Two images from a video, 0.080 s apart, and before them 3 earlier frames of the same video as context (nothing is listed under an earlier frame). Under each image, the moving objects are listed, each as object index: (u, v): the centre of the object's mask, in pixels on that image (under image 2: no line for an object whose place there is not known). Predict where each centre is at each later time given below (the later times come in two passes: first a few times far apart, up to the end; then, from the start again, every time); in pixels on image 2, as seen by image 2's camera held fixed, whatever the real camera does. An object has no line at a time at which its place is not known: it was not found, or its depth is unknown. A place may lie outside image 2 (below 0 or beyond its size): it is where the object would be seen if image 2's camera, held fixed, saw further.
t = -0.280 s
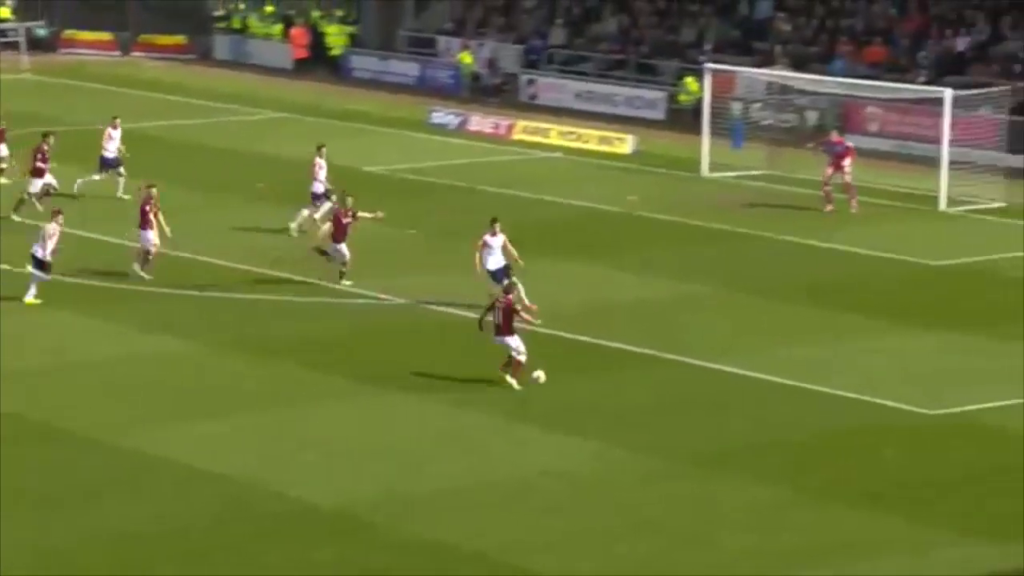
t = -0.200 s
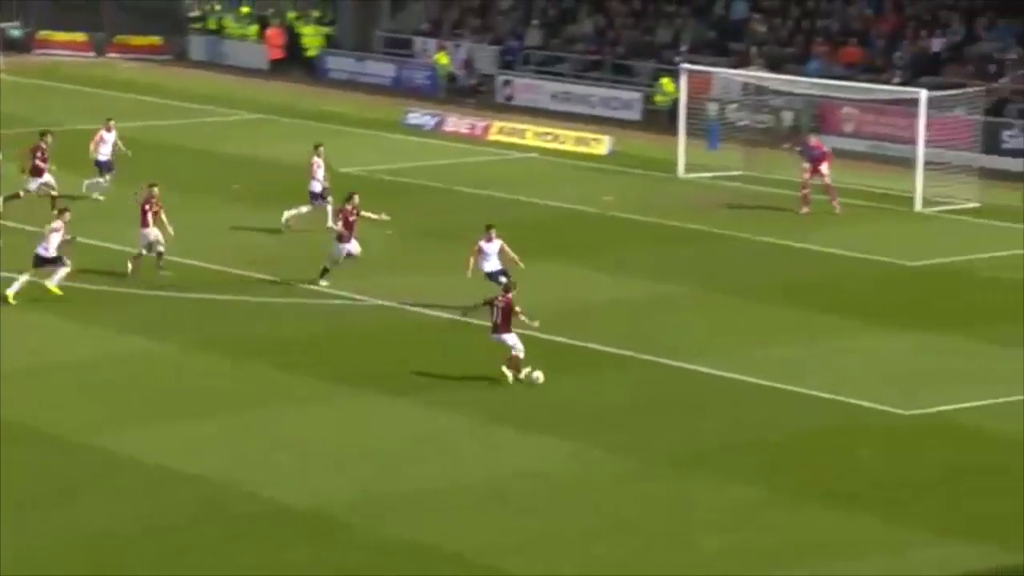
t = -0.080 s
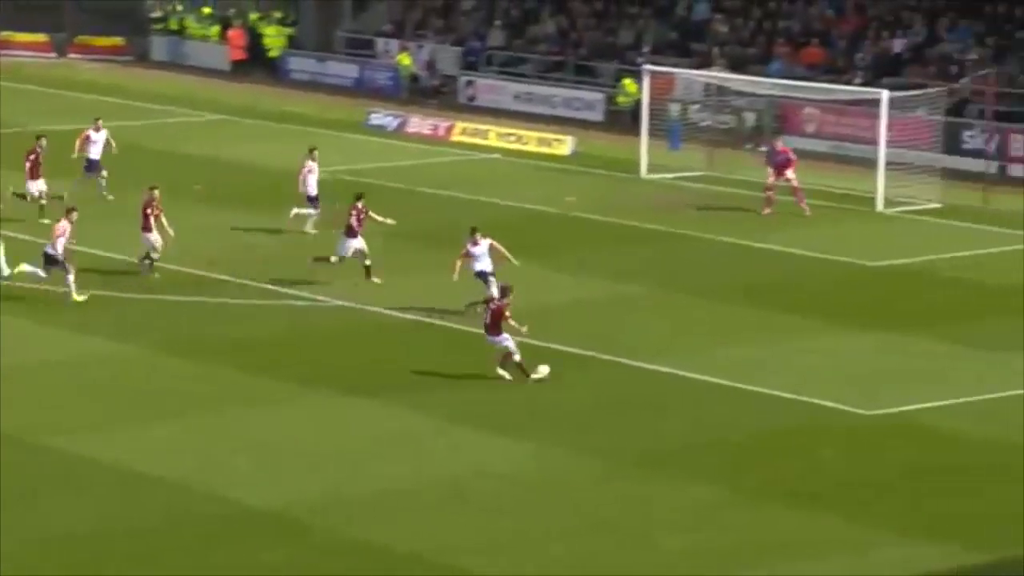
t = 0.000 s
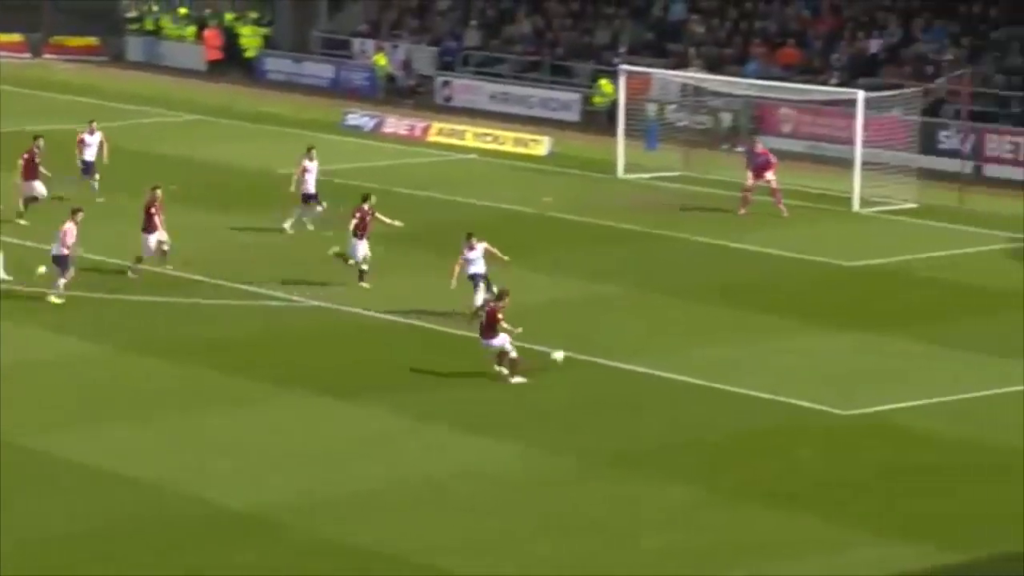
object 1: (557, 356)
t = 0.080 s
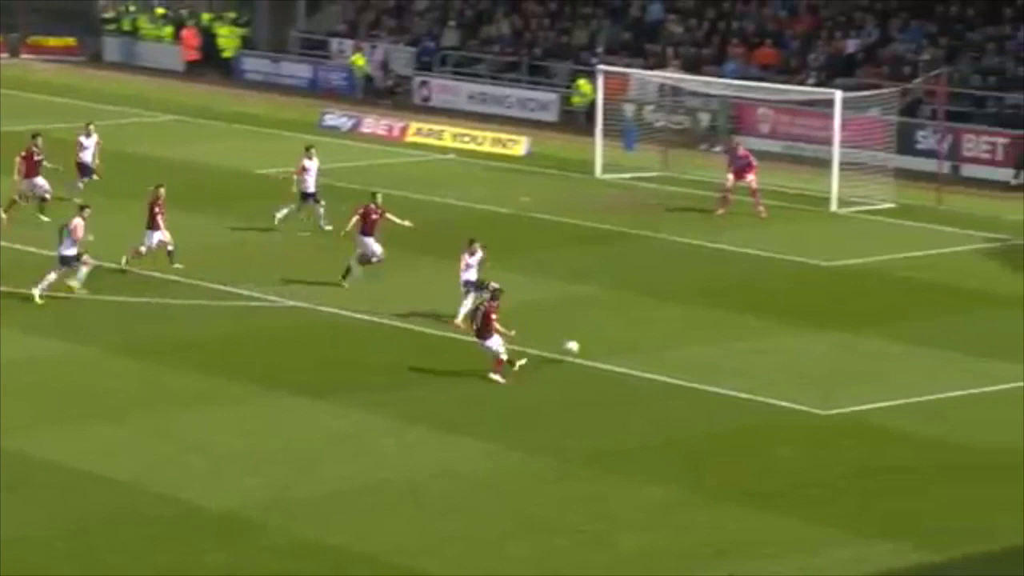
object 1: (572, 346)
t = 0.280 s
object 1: (652, 336)
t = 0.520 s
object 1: (729, 318)
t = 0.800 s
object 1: (800, 299)
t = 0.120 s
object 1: (589, 343)
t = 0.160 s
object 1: (606, 341)
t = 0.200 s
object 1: (621, 340)
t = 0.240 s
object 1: (637, 340)
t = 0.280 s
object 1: (652, 336)
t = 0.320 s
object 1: (665, 329)
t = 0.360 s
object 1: (679, 325)
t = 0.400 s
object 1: (692, 322)
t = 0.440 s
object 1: (706, 319)
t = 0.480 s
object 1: (716, 317)
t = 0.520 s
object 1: (729, 318)
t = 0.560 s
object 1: (741, 314)
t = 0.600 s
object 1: (751, 311)
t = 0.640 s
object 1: (761, 307)
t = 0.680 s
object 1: (771, 305)
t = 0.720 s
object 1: (782, 304)
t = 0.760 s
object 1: (792, 302)
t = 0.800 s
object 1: (800, 299)
